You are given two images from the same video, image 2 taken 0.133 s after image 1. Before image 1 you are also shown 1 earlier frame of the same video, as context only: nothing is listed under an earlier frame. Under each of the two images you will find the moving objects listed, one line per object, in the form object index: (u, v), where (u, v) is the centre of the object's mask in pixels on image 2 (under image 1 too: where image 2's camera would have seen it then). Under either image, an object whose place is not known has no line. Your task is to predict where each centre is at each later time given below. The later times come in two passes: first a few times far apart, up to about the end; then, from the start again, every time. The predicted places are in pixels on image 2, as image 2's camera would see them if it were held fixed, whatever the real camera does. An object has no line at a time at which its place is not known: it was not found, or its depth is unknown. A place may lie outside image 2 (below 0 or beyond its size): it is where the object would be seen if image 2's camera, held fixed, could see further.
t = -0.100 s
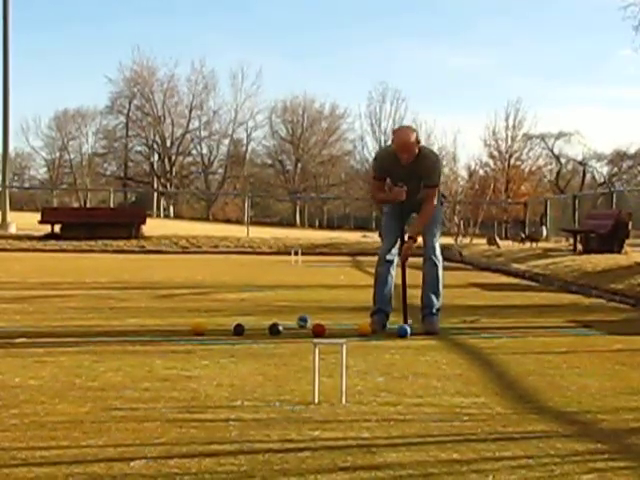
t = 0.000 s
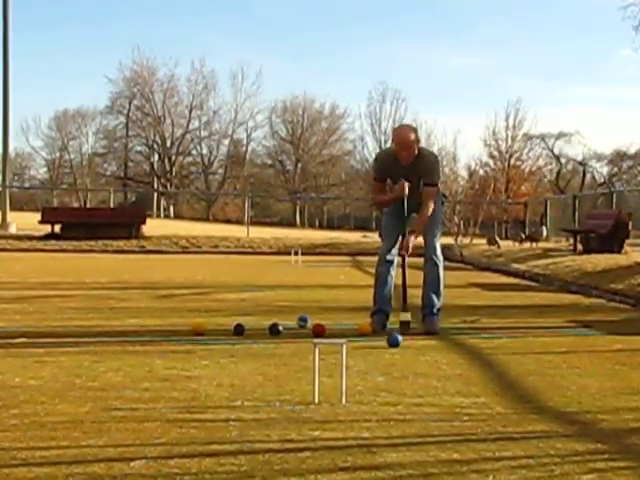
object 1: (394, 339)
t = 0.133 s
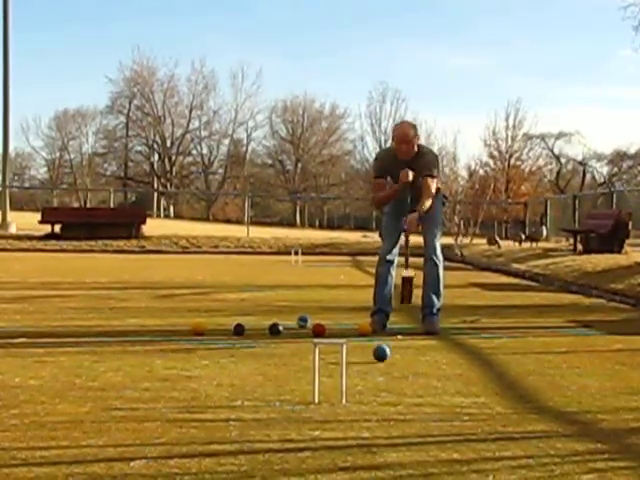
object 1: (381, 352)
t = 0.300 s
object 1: (361, 376)
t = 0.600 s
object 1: (391, 399)
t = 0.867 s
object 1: (443, 414)
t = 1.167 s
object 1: (506, 434)
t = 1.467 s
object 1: (574, 458)
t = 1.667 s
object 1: (625, 469)
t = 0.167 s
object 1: (377, 358)
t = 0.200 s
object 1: (374, 362)
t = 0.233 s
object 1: (369, 366)
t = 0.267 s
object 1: (365, 372)
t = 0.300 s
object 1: (361, 376)
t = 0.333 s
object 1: (357, 382)
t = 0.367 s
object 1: (353, 385)
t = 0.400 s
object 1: (351, 389)
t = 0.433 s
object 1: (352, 392)
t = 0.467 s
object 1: (361, 395)
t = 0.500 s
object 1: (368, 395)
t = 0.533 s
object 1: (377, 397)
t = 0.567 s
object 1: (384, 398)
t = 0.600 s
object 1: (391, 399)
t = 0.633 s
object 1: (398, 401)
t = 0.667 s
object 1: (404, 403)
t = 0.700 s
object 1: (411, 404)
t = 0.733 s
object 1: (417, 405)
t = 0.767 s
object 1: (423, 408)
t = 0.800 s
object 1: (430, 410)
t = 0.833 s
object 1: (437, 411)
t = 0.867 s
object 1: (443, 414)
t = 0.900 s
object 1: (450, 415)
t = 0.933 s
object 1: (457, 418)
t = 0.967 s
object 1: (464, 420)
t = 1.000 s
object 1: (471, 422)
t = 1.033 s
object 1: (479, 424)
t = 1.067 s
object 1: (484, 427)
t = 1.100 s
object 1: (492, 429)
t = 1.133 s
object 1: (499, 431)
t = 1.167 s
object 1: (506, 434)
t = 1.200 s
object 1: (513, 435)
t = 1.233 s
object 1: (521, 438)
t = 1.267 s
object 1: (528, 441)
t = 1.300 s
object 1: (536, 443)
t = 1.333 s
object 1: (543, 446)
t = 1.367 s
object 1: (551, 448)
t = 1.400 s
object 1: (559, 452)
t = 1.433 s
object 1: (566, 454)
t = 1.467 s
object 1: (574, 458)
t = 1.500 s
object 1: (583, 459)
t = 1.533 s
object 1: (591, 463)
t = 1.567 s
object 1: (599, 464)
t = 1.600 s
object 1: (608, 466)
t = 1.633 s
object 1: (617, 468)
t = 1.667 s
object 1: (625, 469)
